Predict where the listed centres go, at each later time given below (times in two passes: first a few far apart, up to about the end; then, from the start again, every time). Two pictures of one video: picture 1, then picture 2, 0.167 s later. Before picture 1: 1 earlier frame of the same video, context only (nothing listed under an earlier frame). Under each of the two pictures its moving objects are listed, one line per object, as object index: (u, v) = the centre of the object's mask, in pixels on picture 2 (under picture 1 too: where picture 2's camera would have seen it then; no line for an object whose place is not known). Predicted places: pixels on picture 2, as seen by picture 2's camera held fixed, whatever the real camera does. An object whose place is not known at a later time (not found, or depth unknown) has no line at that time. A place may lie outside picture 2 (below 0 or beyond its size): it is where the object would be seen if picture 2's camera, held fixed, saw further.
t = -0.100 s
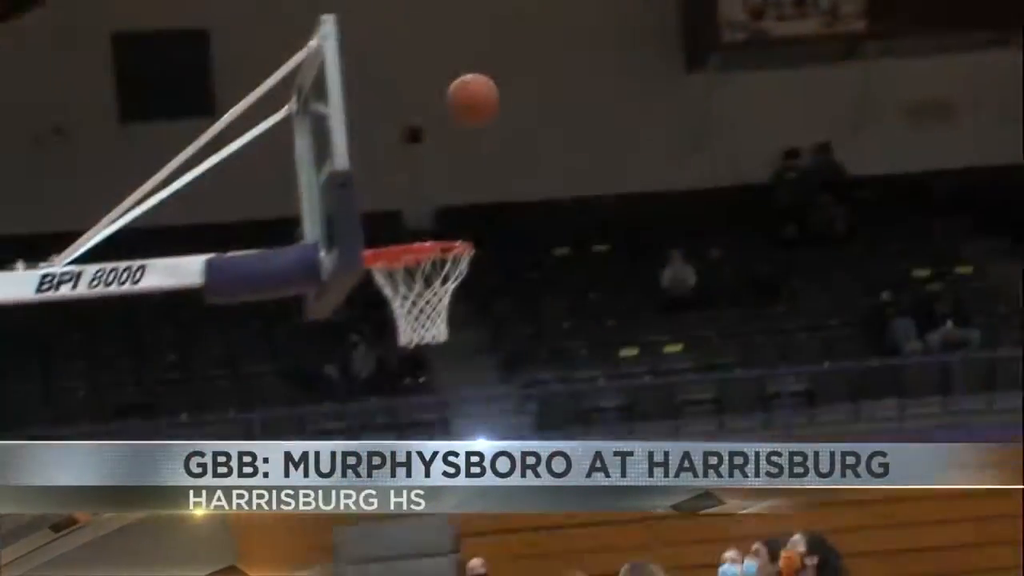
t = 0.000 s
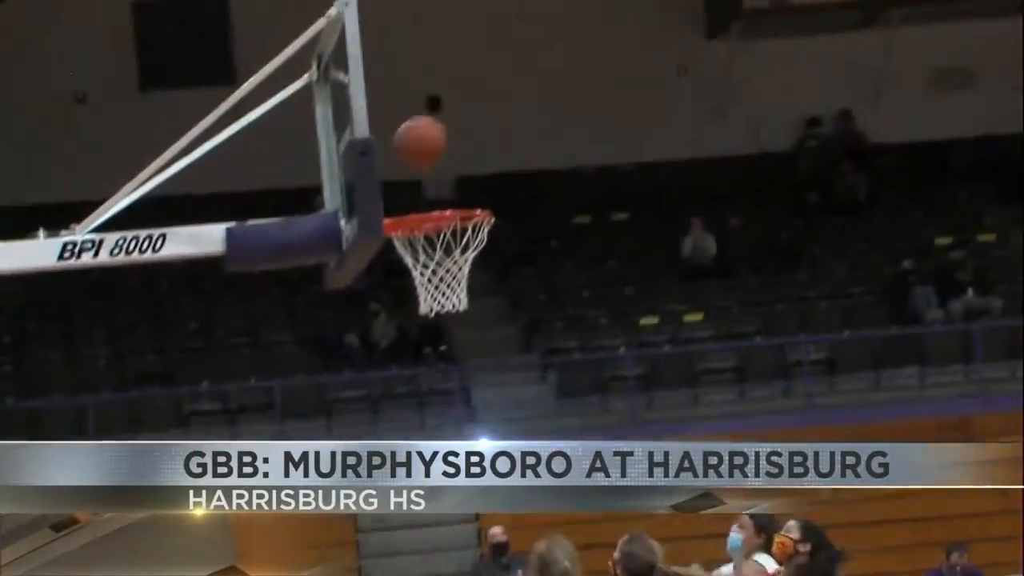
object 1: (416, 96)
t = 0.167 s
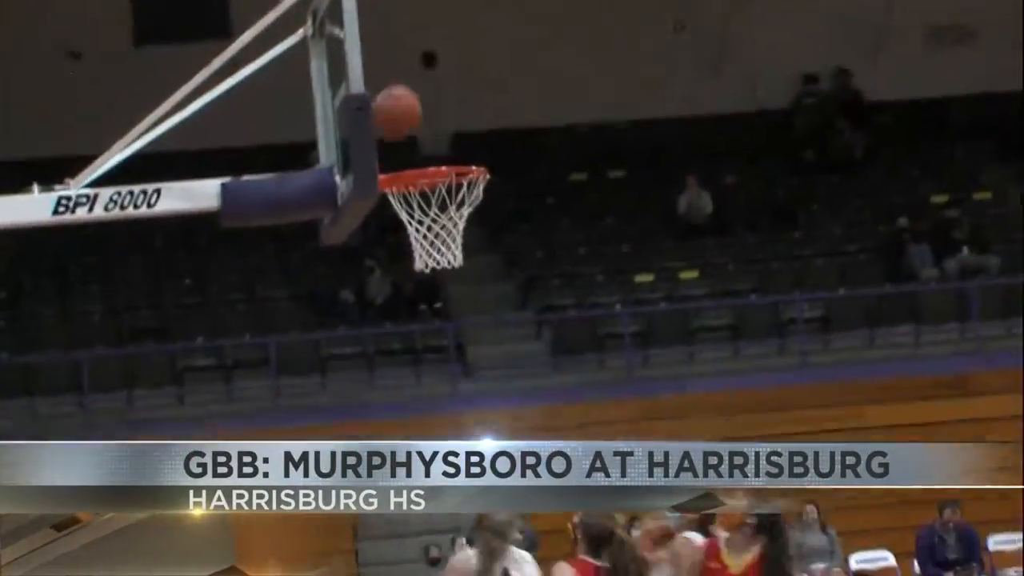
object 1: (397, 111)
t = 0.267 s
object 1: (420, 97)
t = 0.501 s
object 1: (482, 134)
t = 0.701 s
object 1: (543, 254)
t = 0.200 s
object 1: (405, 105)
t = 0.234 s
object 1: (412, 99)
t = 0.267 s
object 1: (420, 97)
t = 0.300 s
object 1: (428, 95)
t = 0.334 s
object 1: (437, 96)
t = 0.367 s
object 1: (445, 99)
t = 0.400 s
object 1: (454, 104)
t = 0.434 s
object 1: (463, 111)
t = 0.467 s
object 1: (472, 122)
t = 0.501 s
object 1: (482, 134)
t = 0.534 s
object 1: (492, 149)
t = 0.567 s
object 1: (502, 166)
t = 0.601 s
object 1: (512, 184)
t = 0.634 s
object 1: (522, 205)
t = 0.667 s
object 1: (532, 228)
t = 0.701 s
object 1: (543, 254)
